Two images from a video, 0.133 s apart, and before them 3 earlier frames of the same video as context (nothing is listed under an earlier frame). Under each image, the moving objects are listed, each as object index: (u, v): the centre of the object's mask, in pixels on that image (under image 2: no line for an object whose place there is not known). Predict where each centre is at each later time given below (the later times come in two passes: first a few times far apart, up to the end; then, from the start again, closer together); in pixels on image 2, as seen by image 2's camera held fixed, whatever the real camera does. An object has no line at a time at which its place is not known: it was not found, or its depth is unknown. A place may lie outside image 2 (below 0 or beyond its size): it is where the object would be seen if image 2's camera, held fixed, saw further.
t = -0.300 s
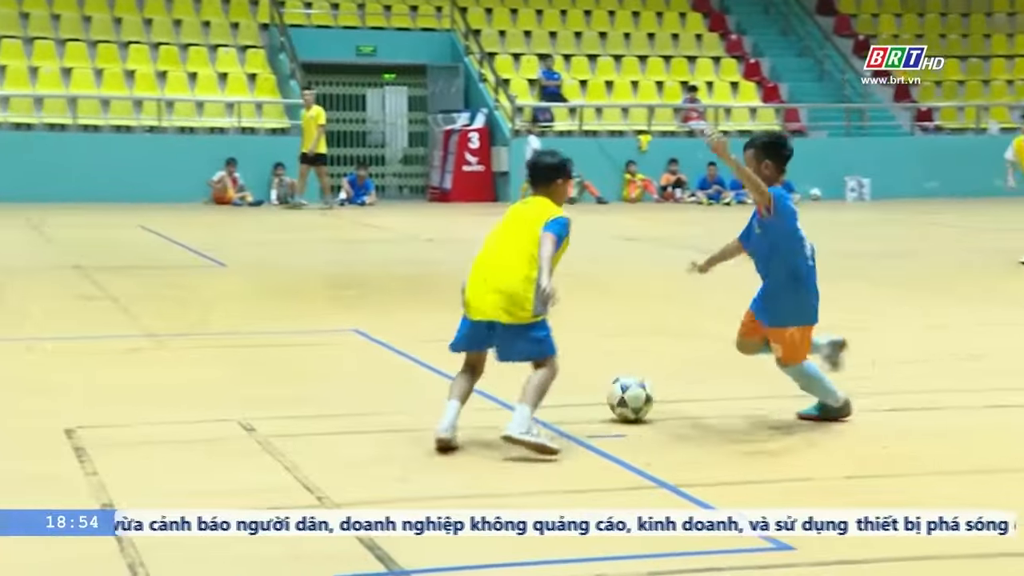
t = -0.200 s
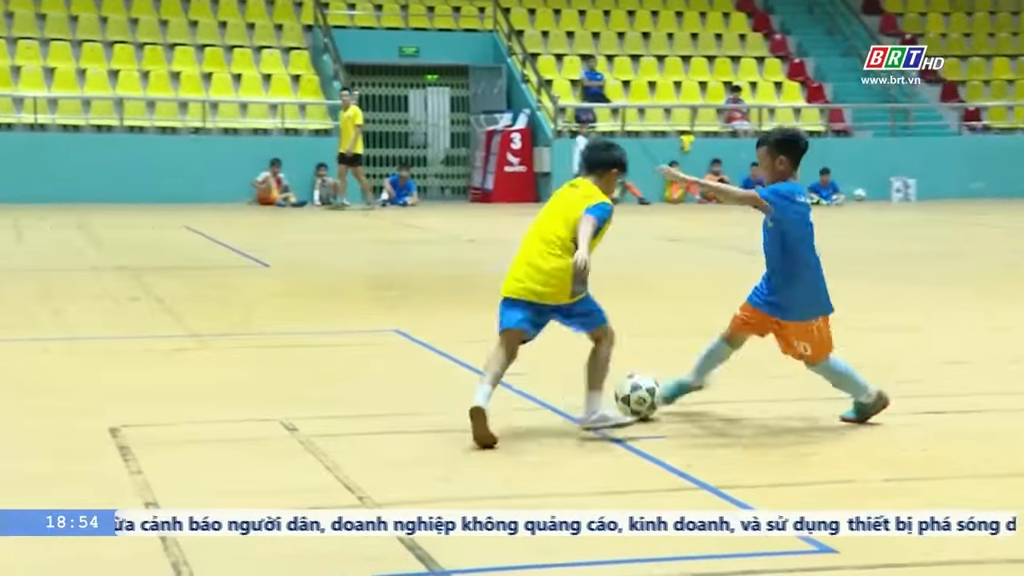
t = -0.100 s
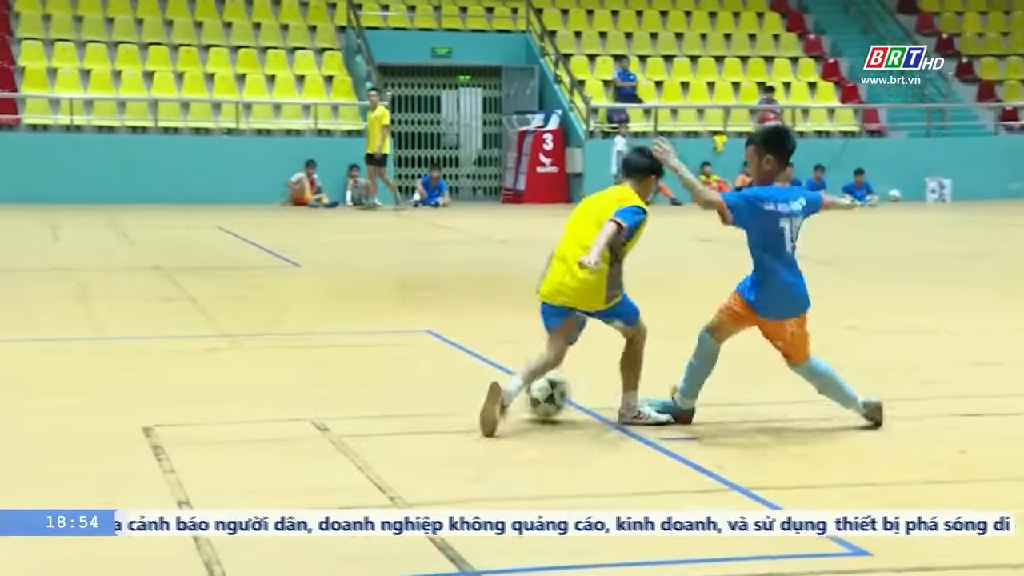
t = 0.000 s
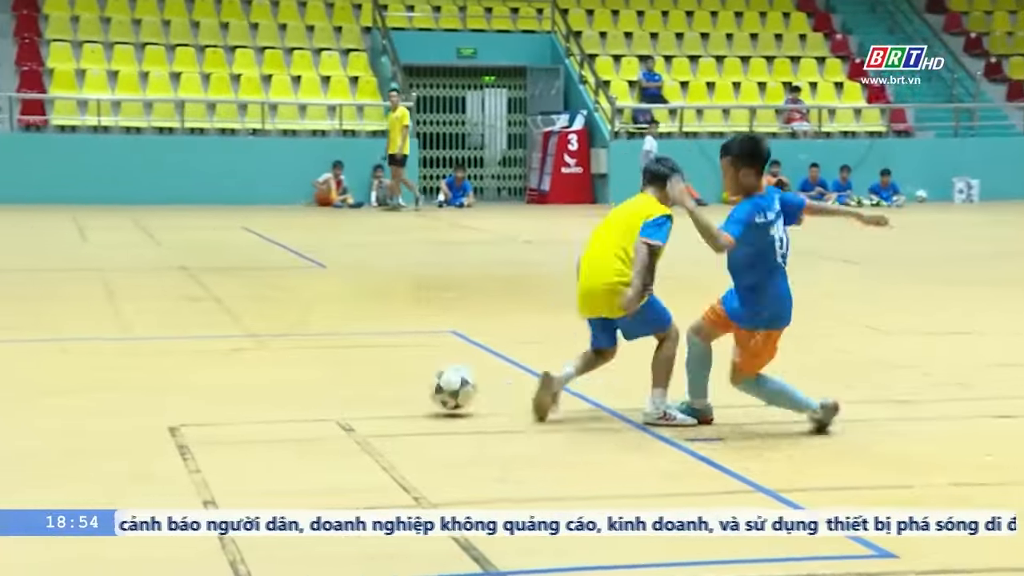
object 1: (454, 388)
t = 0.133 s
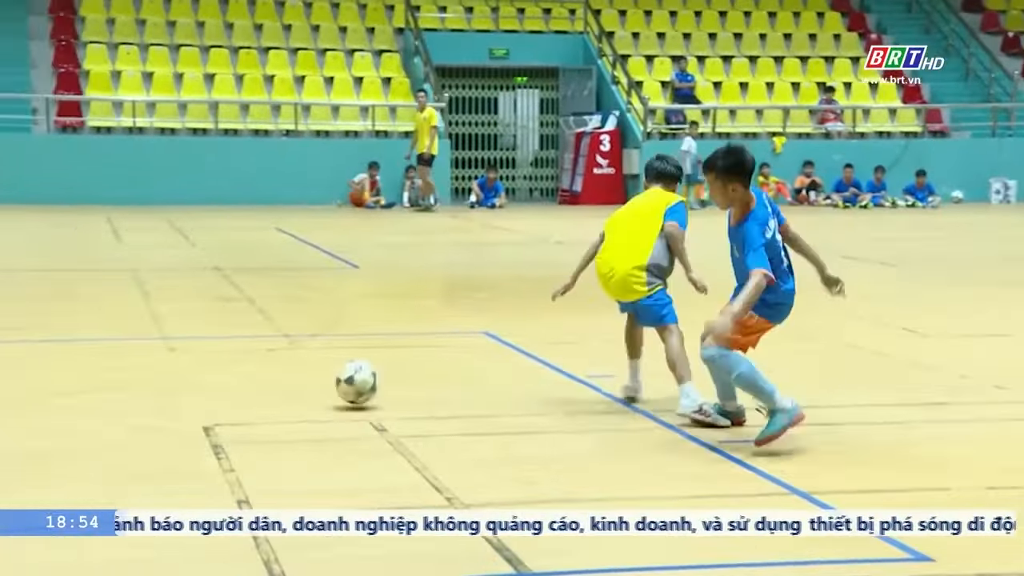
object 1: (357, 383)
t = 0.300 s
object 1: (234, 380)
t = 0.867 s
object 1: (-111, 361)
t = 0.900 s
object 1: (-129, 359)
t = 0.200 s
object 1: (305, 381)
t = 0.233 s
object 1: (281, 382)
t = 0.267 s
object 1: (257, 380)
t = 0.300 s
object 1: (234, 380)
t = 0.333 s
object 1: (212, 378)
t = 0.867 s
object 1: (-111, 361)
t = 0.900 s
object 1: (-129, 359)
